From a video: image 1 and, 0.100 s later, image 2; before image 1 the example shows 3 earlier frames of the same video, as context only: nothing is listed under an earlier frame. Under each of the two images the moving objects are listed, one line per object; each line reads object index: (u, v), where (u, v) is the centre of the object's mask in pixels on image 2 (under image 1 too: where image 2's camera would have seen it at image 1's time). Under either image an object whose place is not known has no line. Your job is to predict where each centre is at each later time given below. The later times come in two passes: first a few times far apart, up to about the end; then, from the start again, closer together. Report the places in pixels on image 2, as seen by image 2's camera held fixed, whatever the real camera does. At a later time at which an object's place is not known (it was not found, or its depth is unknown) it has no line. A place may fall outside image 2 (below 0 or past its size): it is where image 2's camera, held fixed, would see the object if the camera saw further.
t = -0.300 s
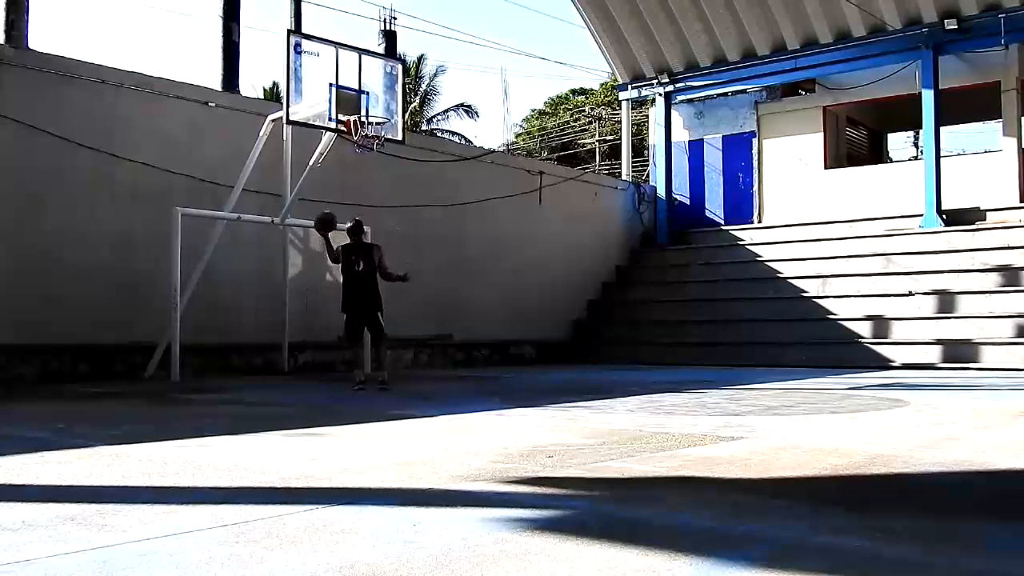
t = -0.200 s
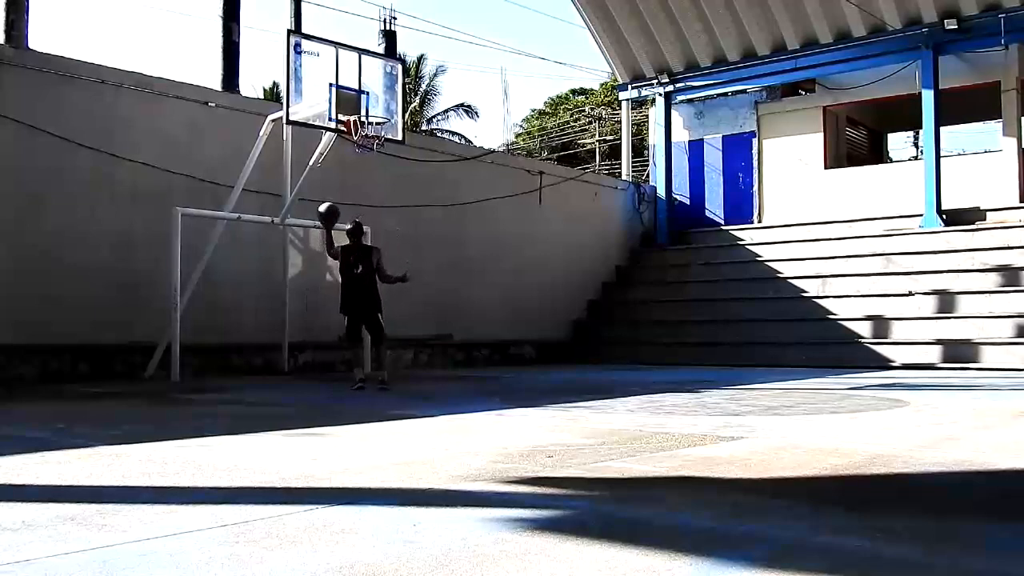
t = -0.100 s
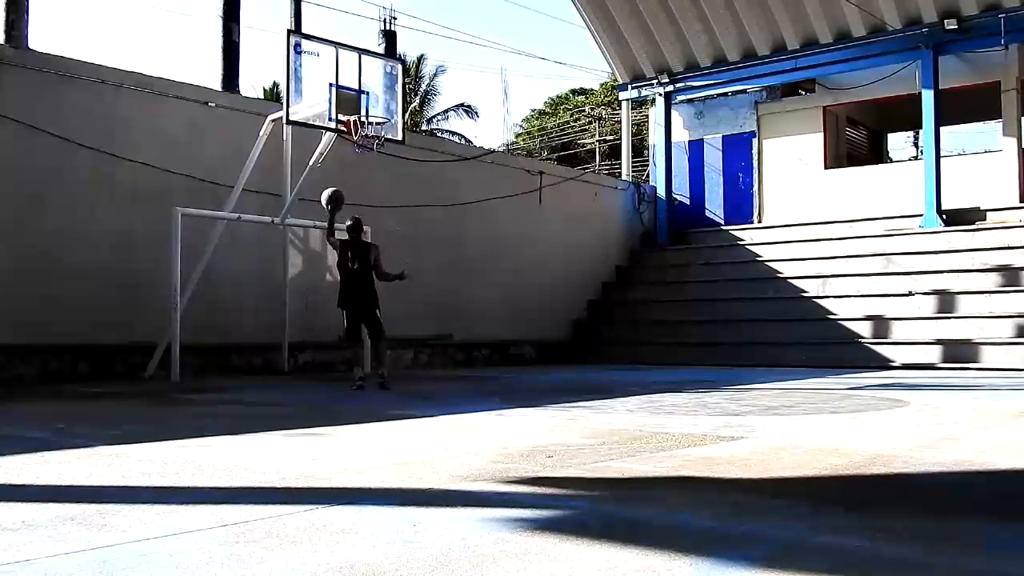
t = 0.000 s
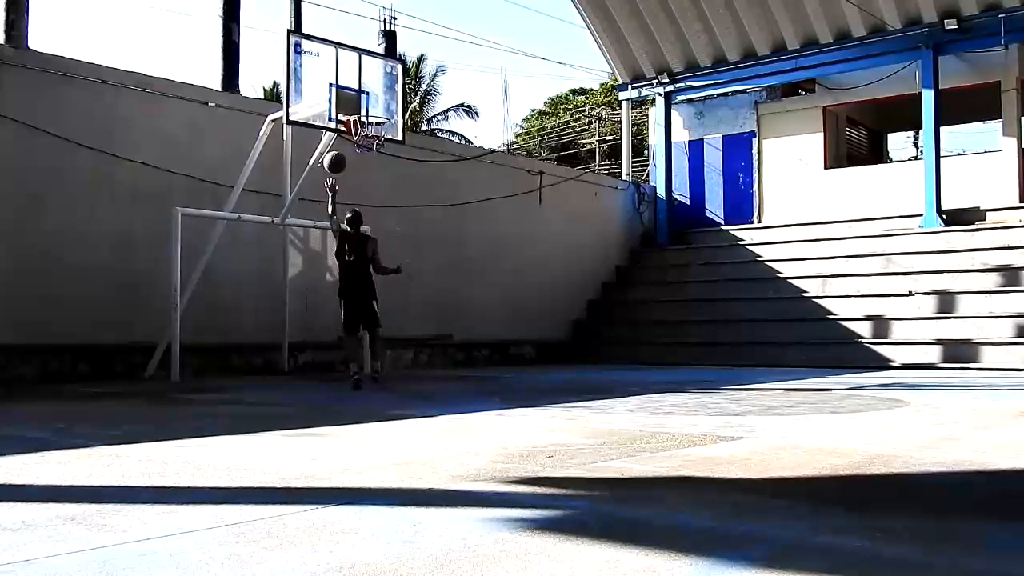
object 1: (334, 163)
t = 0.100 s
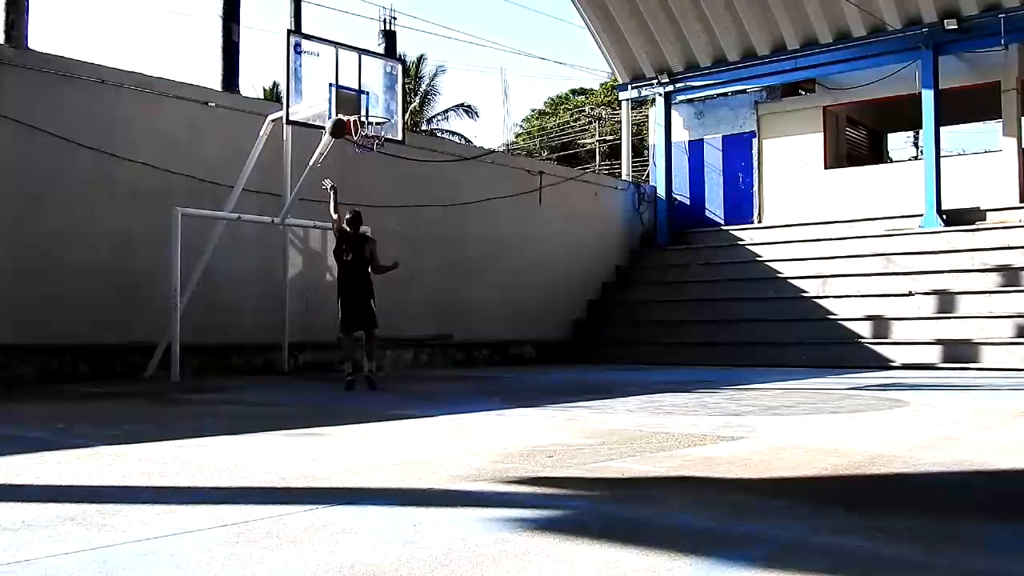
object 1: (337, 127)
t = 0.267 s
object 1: (339, 92)
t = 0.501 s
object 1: (351, 86)
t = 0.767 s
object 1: (376, 140)
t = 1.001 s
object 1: (392, 224)
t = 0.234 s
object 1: (339, 97)
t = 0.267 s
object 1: (339, 92)
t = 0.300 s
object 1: (340, 88)
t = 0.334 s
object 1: (341, 84)
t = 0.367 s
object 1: (342, 82)
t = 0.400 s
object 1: (343, 81)
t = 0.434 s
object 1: (344, 81)
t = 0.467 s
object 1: (347, 83)
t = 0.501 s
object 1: (351, 86)
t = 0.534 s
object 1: (354, 89)
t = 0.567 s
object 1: (357, 93)
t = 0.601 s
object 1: (360, 98)
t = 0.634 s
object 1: (363, 105)
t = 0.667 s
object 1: (366, 113)
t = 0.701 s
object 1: (369, 120)
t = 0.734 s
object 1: (374, 130)
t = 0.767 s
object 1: (376, 140)
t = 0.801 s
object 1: (377, 148)
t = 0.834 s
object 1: (380, 159)
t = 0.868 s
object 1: (382, 170)
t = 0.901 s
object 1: (385, 182)
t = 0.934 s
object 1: (387, 195)
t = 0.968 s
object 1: (389, 209)
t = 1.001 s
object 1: (392, 224)
